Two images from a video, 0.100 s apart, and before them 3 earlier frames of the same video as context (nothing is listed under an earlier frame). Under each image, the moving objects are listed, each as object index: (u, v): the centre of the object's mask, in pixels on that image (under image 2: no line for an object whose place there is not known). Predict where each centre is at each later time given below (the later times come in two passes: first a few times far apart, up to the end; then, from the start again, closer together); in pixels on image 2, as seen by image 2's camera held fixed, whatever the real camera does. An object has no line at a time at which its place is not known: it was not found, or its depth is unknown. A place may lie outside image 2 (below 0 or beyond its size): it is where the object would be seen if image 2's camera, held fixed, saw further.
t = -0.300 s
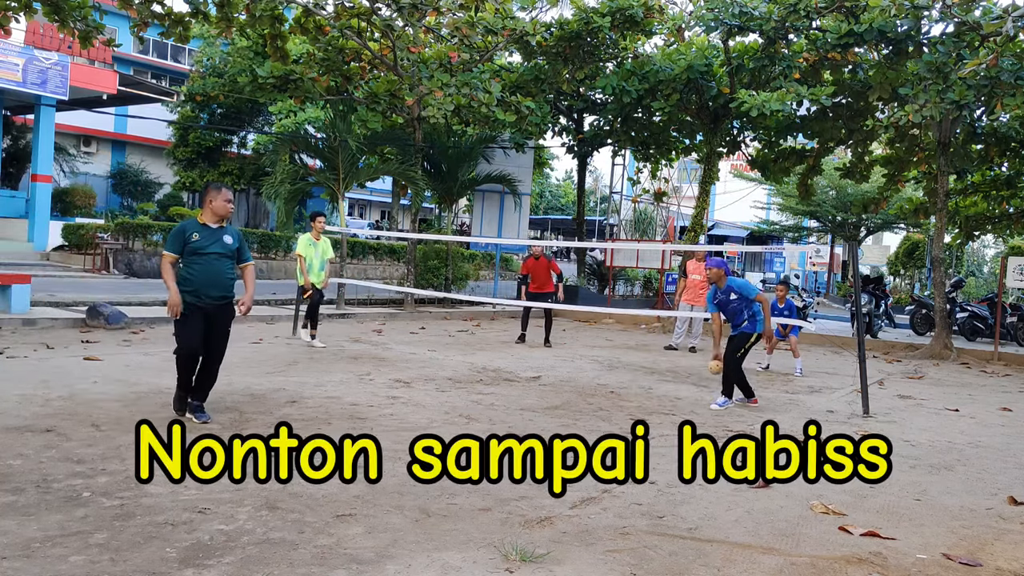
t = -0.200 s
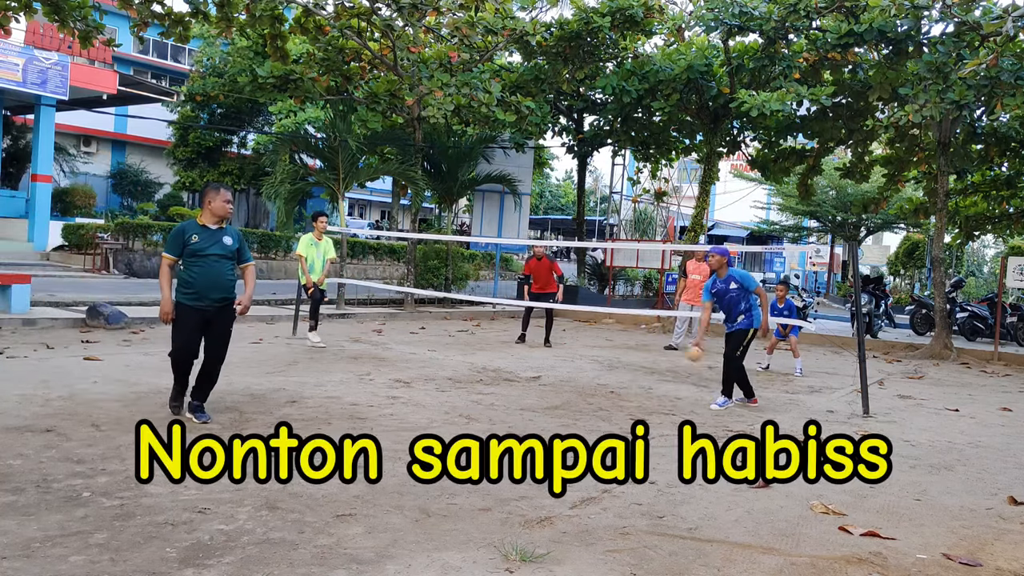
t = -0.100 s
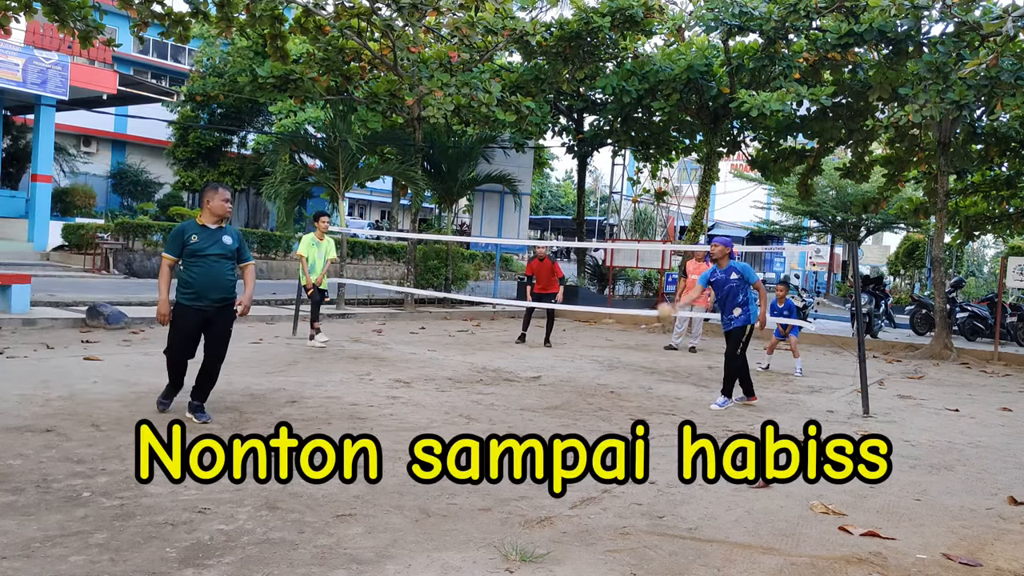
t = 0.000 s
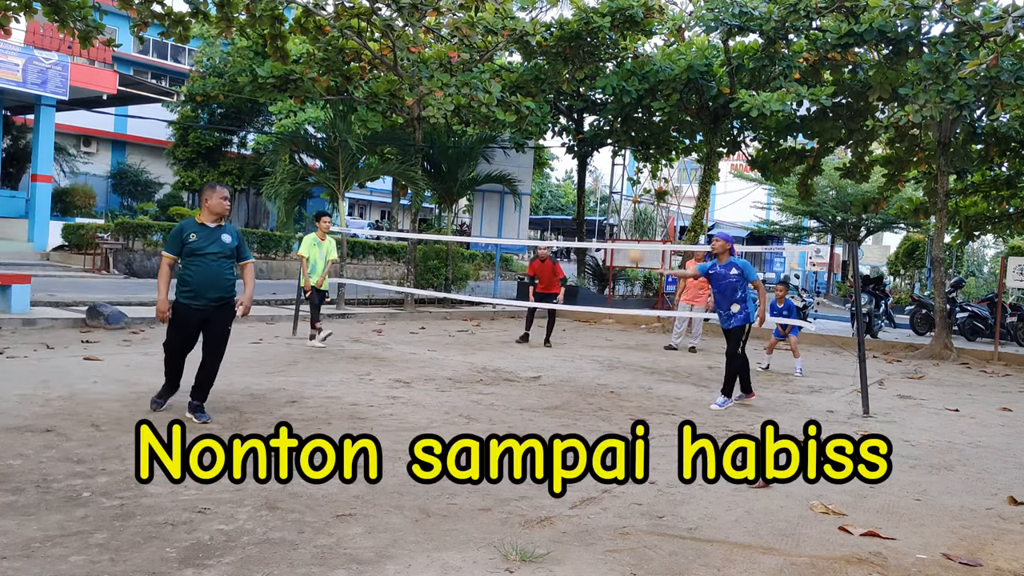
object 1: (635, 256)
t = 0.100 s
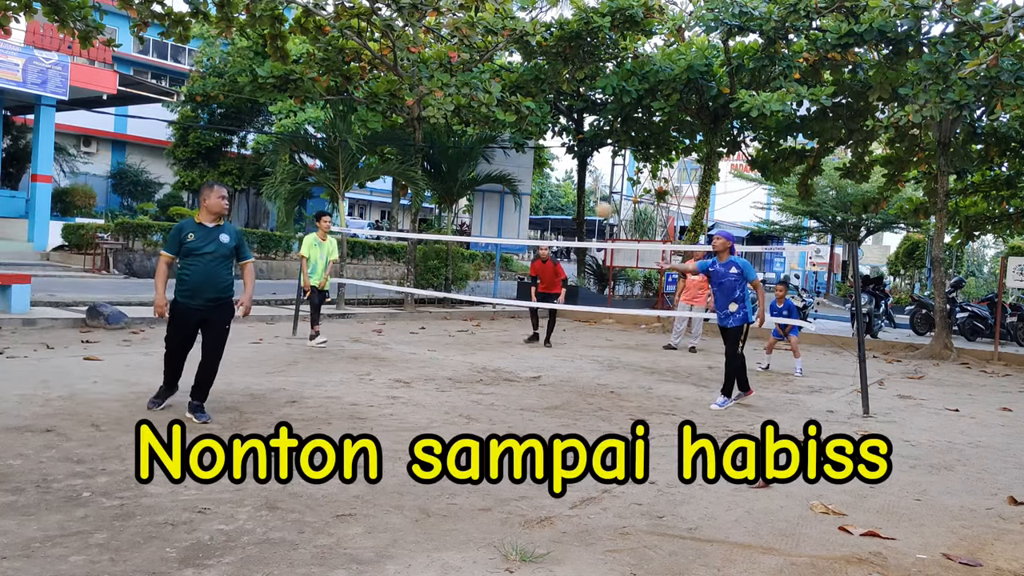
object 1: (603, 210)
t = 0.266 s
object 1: (543, 155)
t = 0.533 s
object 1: (435, 135)
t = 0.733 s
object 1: (336, 186)
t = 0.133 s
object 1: (592, 195)
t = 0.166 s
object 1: (581, 185)
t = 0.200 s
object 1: (568, 172)
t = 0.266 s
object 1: (543, 155)
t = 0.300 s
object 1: (532, 147)
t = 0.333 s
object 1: (519, 142)
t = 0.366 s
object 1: (506, 137)
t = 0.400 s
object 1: (492, 134)
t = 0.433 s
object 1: (478, 131)
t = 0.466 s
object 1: (464, 131)
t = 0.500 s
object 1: (449, 132)
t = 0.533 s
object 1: (435, 135)
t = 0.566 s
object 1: (419, 139)
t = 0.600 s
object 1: (403, 145)
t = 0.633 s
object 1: (387, 153)
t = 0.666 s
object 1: (371, 162)
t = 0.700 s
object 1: (354, 173)
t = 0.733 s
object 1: (336, 186)
